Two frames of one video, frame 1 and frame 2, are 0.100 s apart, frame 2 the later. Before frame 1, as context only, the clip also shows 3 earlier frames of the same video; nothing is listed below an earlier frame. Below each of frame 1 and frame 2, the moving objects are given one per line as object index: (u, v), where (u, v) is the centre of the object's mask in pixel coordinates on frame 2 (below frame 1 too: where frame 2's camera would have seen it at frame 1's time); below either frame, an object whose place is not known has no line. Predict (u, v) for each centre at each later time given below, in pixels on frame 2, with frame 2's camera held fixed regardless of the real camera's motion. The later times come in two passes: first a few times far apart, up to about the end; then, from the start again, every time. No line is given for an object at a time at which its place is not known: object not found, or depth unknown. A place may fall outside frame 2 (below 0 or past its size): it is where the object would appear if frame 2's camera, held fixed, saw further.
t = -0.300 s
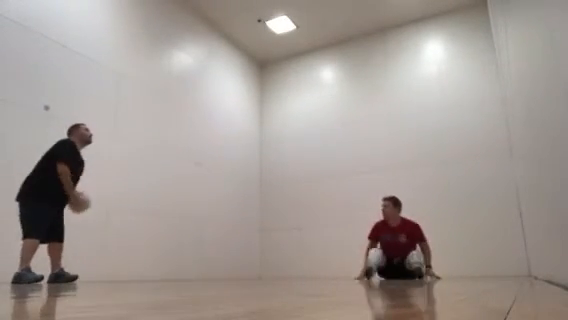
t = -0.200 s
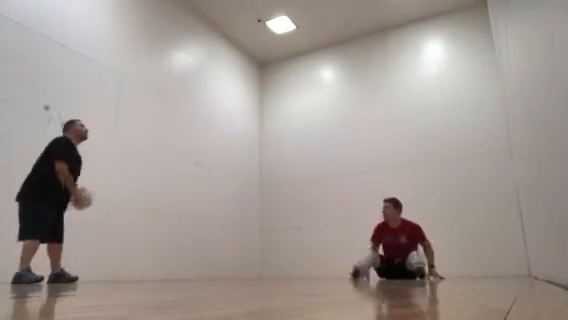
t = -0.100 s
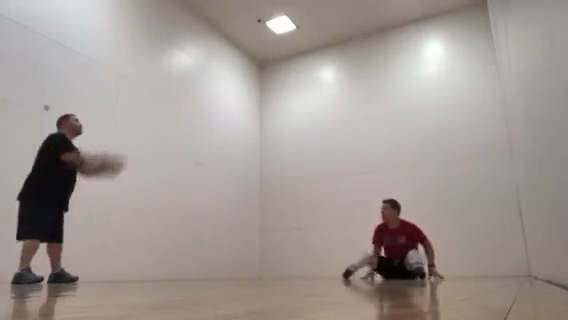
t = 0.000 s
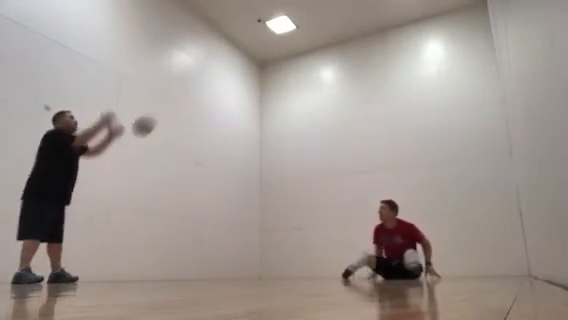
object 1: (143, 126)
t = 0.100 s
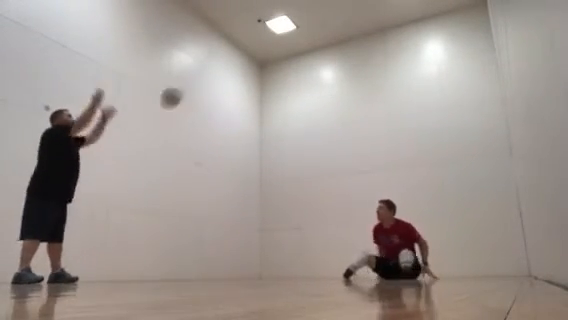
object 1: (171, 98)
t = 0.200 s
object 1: (196, 79)
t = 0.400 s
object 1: (240, 69)
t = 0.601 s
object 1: (283, 89)
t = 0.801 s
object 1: (325, 139)
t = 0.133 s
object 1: (179, 91)
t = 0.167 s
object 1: (187, 84)
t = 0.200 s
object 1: (196, 79)
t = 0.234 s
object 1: (203, 75)
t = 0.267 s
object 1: (211, 72)
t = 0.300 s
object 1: (219, 70)
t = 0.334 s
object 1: (226, 69)
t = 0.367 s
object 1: (234, 69)
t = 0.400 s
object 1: (240, 69)
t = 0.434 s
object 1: (247, 71)
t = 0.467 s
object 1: (254, 73)
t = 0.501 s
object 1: (262, 76)
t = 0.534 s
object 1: (269, 80)
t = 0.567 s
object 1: (276, 84)
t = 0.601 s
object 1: (283, 89)
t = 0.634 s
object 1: (290, 96)
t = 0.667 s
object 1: (297, 102)
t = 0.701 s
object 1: (304, 110)
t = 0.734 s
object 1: (310, 119)
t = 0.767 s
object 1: (318, 129)
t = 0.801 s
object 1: (325, 139)
